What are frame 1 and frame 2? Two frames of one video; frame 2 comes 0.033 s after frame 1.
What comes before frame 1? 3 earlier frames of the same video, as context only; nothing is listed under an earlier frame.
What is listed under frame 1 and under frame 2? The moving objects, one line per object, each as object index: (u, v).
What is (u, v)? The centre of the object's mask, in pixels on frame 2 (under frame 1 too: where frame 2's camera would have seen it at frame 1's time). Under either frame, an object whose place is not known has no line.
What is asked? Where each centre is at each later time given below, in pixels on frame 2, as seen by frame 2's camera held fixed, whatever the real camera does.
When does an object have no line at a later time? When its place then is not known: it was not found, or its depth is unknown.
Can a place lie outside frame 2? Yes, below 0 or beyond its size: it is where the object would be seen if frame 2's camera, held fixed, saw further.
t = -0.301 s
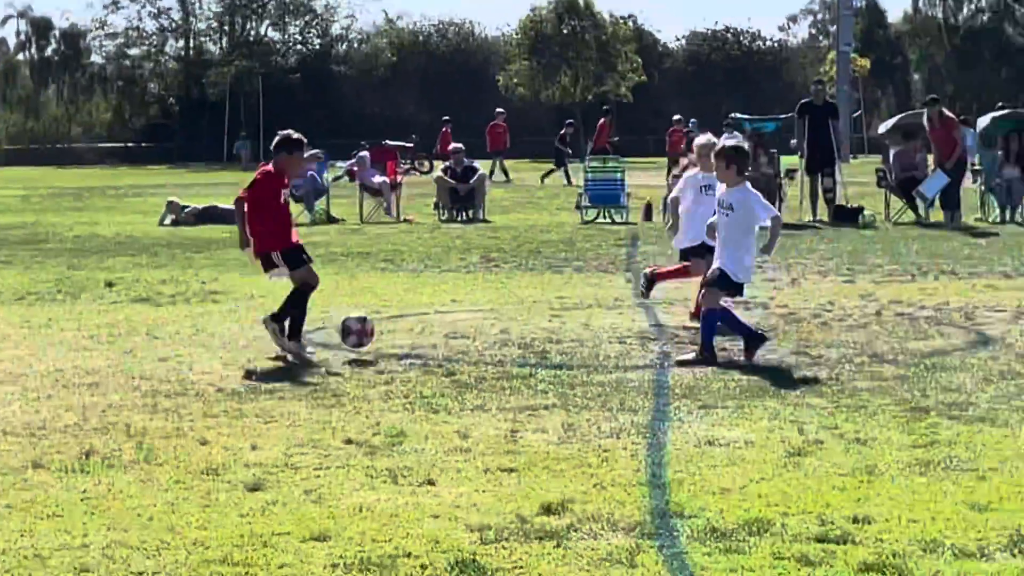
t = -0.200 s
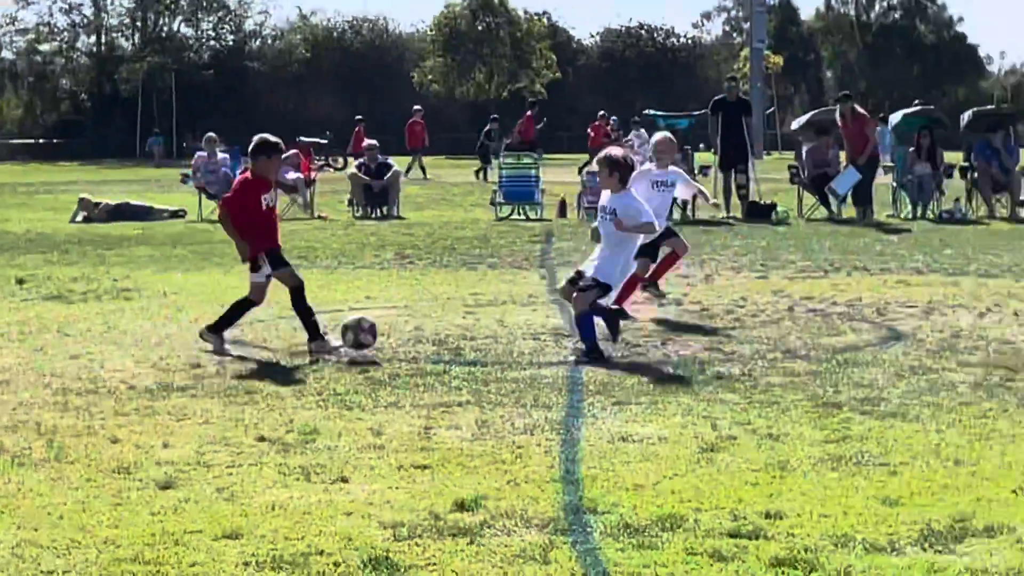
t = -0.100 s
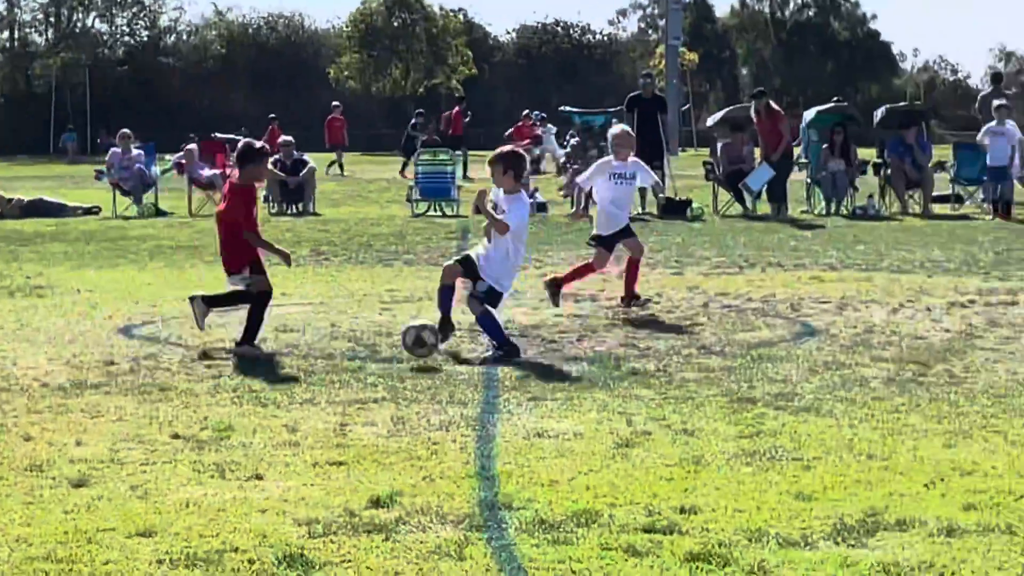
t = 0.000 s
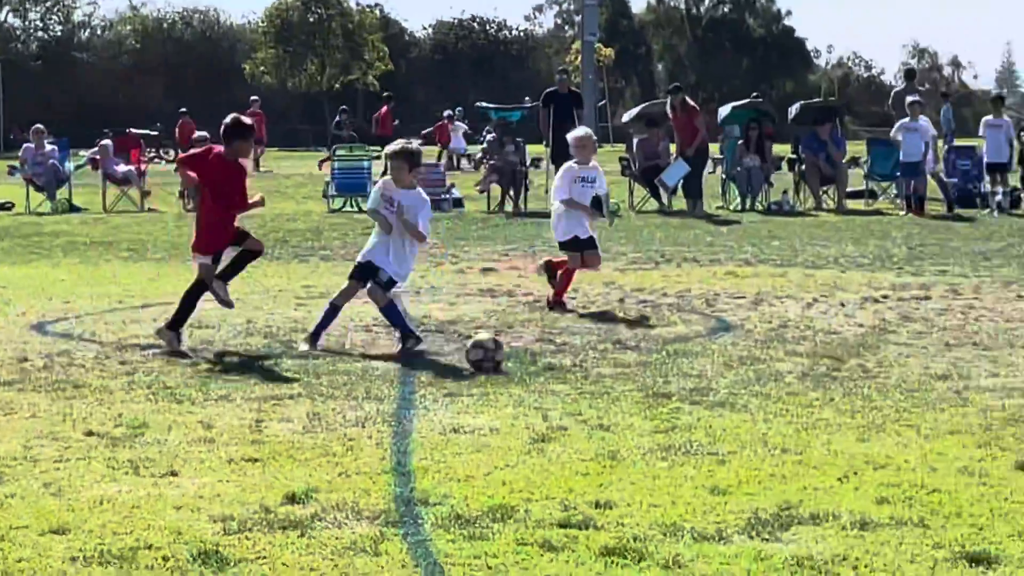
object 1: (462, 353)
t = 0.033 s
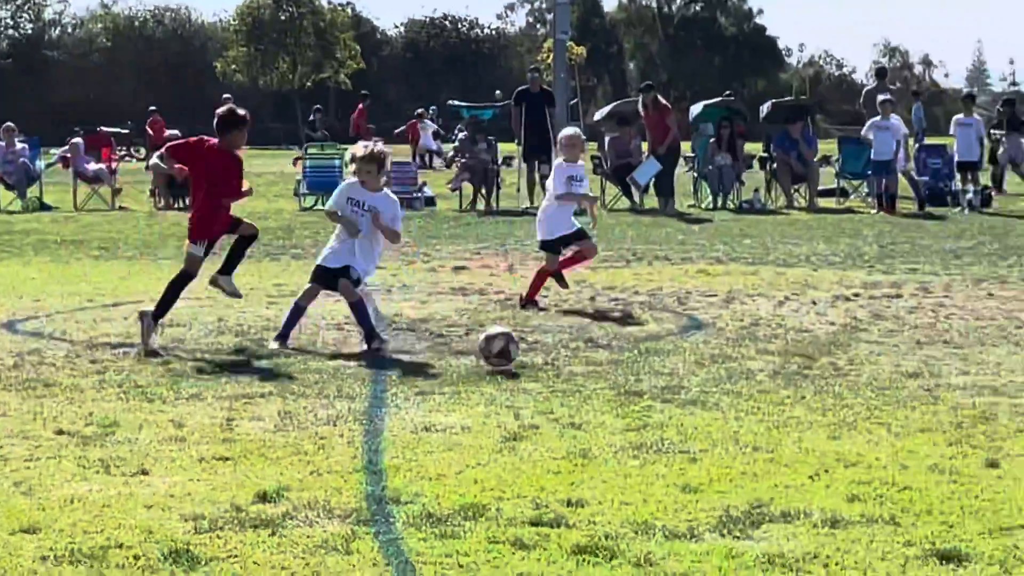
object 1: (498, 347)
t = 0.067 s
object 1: (536, 344)
